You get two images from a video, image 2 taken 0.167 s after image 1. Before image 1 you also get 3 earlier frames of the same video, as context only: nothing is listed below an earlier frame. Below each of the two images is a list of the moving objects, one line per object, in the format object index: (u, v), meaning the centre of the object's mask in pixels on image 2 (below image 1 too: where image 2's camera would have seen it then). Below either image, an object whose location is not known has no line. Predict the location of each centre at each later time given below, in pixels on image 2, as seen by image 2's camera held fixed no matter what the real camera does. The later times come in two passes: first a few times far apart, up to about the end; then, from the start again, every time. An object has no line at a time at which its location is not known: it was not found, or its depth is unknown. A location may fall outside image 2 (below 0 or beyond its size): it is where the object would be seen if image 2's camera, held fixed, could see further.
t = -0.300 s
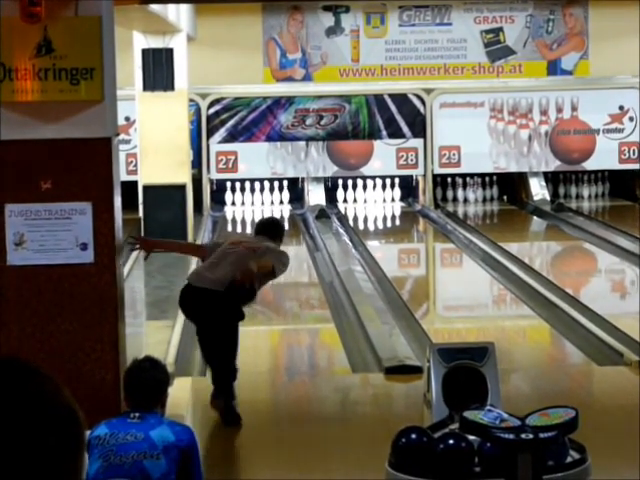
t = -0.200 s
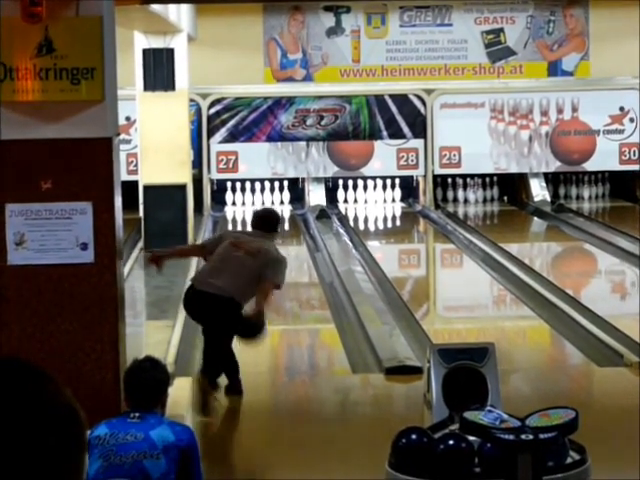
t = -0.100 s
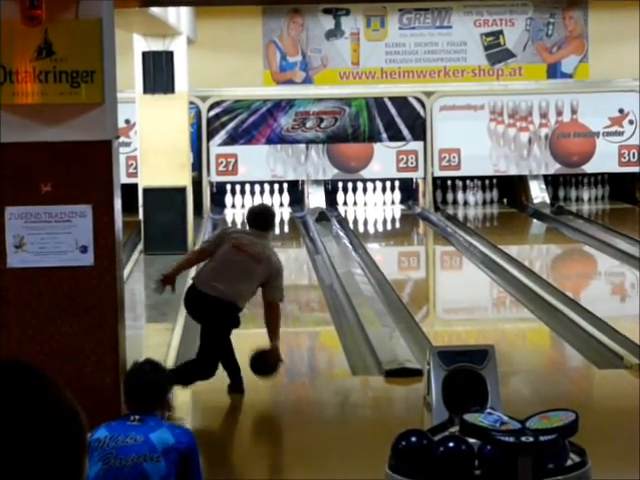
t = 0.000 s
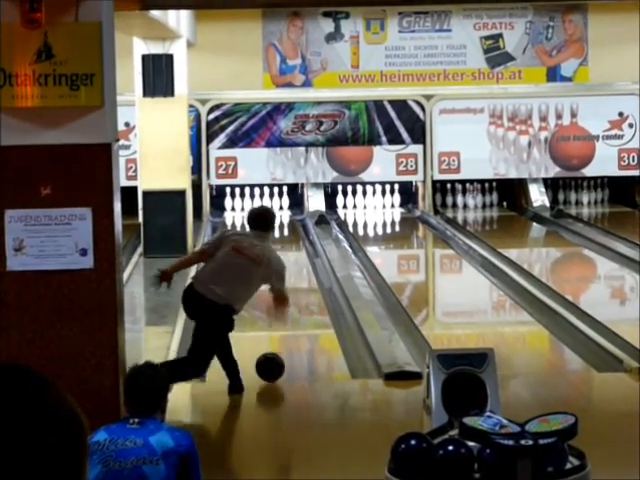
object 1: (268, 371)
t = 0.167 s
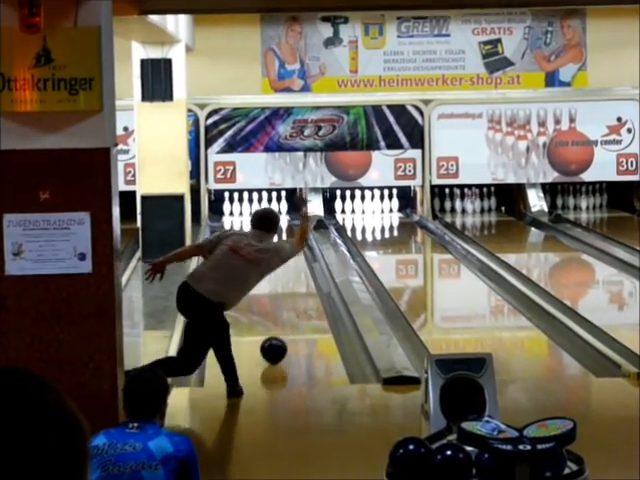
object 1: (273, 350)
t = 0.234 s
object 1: (275, 341)
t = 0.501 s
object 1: (280, 312)
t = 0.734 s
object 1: (284, 291)
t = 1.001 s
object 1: (288, 272)
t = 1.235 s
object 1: (290, 258)
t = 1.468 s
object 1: (290, 247)
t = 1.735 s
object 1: (290, 236)
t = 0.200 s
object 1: (274, 345)
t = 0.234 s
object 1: (275, 341)
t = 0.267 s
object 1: (276, 337)
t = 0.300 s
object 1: (276, 333)
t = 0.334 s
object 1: (277, 329)
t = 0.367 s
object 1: (278, 325)
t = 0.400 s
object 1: (279, 322)
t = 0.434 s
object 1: (279, 318)
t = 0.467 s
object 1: (280, 315)
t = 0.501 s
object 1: (280, 312)
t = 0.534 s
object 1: (281, 309)
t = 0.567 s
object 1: (282, 305)
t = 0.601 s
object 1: (282, 302)
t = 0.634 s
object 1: (283, 299)
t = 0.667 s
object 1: (283, 297)
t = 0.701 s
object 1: (284, 294)
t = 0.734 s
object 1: (284, 291)
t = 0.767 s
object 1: (285, 289)
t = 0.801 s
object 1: (285, 286)
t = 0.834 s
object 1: (286, 284)
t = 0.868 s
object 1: (286, 281)
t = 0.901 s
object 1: (287, 279)
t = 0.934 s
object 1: (287, 277)
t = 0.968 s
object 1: (287, 275)
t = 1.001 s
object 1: (288, 272)
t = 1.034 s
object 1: (289, 270)
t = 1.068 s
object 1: (289, 268)
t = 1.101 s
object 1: (290, 266)
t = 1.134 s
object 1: (289, 263)
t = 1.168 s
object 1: (290, 262)
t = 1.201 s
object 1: (290, 260)
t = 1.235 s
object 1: (290, 258)
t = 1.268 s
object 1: (290, 257)
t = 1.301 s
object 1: (290, 255)
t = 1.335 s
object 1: (290, 253)
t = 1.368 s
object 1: (290, 251)
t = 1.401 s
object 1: (290, 249)
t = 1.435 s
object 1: (290, 248)
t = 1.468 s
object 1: (290, 247)
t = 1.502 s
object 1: (290, 245)
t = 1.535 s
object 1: (290, 244)
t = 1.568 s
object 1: (290, 243)
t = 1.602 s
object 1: (290, 241)
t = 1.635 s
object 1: (290, 240)
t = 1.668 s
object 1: (290, 238)
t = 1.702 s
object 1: (290, 237)
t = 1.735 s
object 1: (290, 236)
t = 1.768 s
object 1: (291, 234)
